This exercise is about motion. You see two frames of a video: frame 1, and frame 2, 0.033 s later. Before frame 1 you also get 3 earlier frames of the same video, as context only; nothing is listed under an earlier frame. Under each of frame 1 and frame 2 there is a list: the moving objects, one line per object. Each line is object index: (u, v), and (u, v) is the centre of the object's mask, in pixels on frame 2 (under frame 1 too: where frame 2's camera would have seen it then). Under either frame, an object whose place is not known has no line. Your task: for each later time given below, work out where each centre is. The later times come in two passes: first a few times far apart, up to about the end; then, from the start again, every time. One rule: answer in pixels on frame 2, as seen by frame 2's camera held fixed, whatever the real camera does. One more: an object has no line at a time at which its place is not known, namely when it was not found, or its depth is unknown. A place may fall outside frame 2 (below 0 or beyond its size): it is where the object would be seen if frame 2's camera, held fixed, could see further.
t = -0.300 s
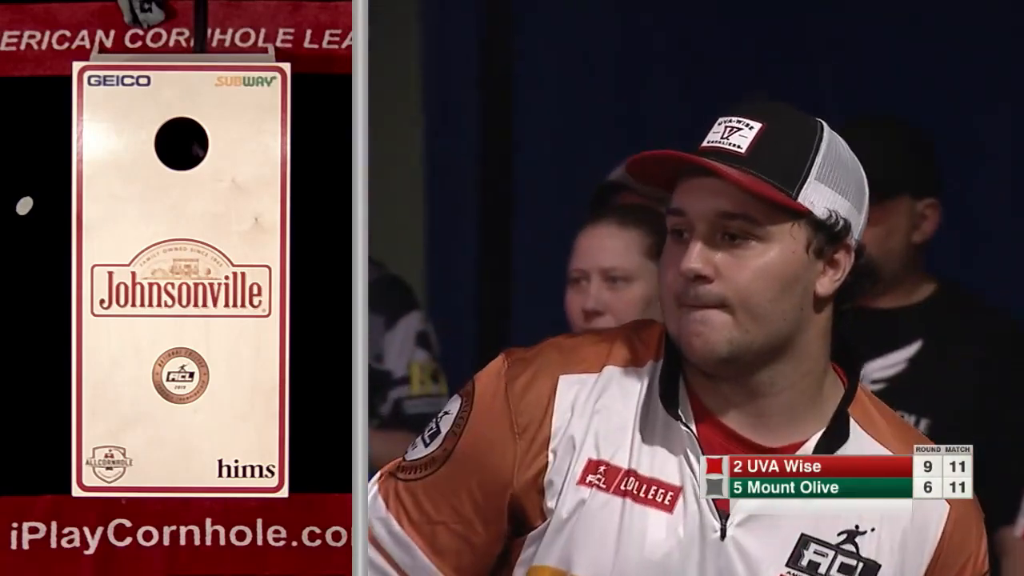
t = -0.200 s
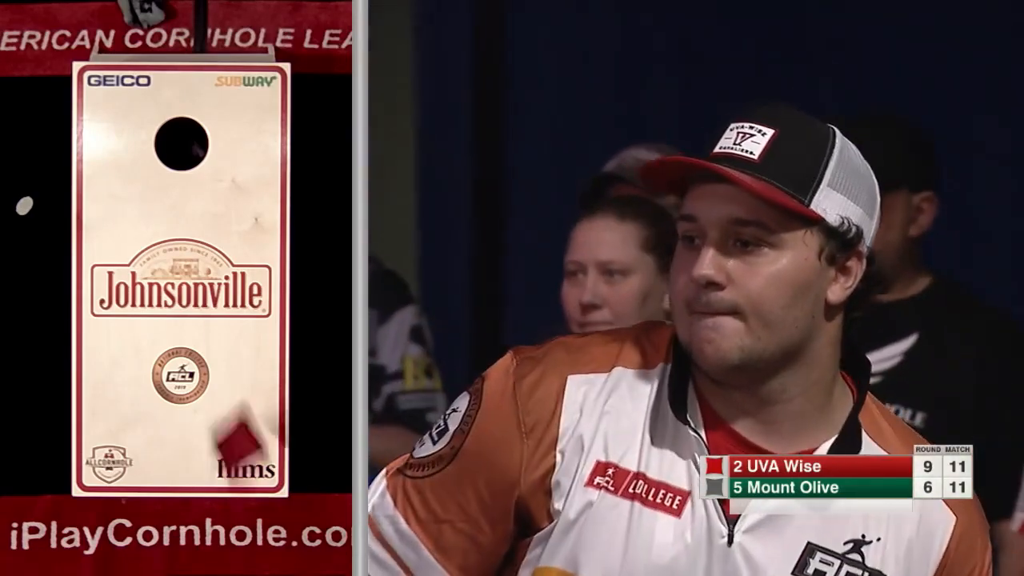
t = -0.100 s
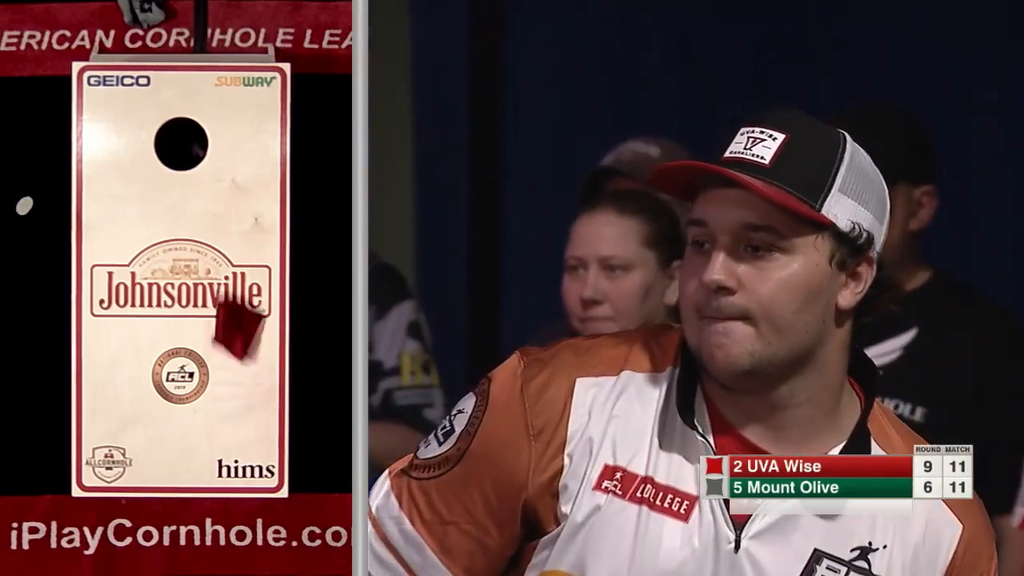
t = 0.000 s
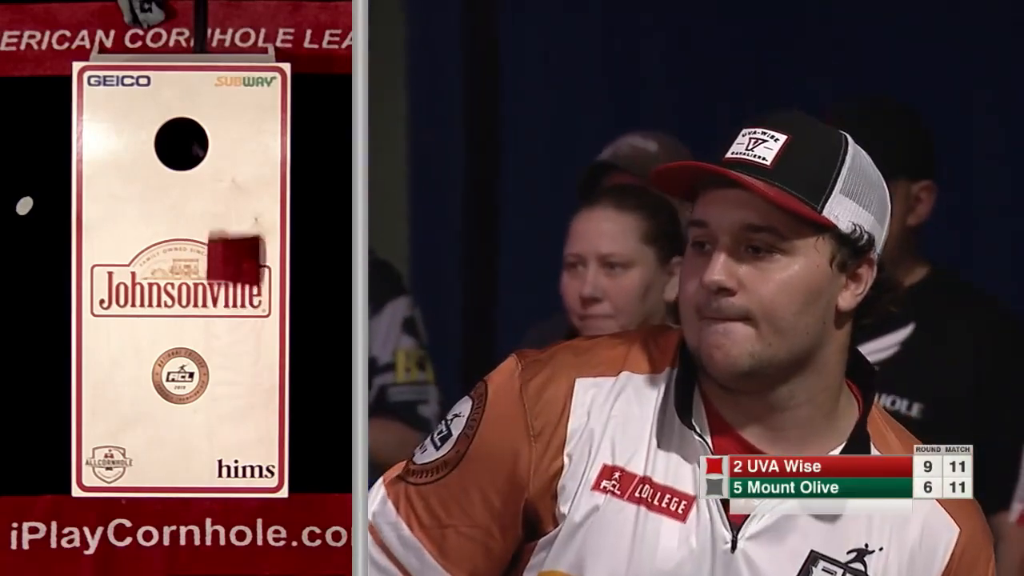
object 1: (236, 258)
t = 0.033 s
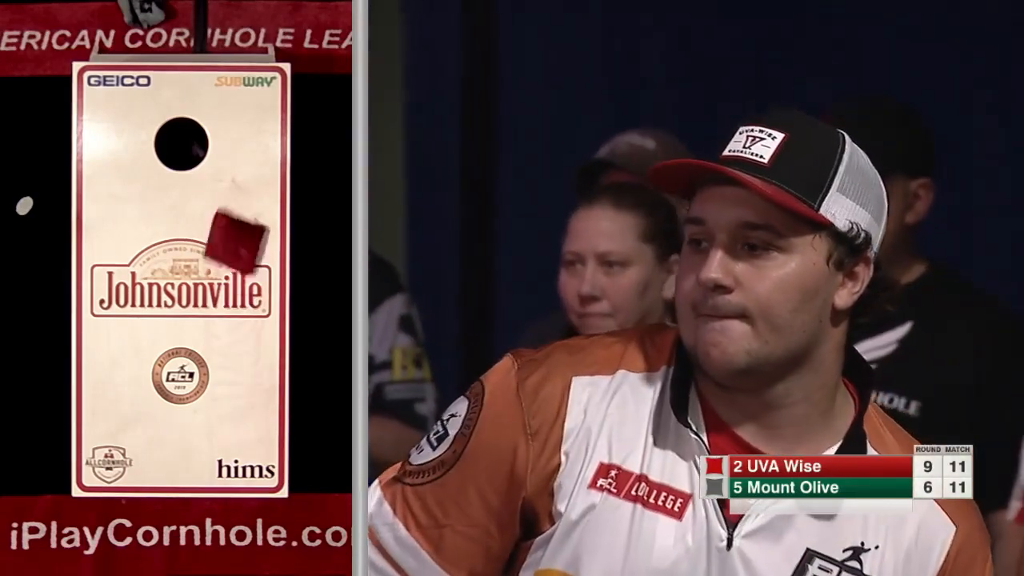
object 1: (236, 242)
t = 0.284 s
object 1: (234, 198)
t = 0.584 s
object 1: (234, 198)
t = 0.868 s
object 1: (234, 198)
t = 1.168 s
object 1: (234, 198)
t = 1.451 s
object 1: (234, 198)
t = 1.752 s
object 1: (234, 198)
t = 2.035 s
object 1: (234, 198)
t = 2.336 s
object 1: (234, 198)
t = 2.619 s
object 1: (234, 198)
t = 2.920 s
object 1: (234, 198)
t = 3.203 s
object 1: (234, 198)
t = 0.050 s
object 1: (236, 235)
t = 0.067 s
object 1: (235, 228)
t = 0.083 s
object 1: (234, 222)
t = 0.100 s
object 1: (235, 217)
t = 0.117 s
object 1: (234, 212)
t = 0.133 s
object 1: (235, 208)
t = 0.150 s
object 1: (235, 205)
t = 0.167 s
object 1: (234, 203)
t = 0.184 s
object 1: (234, 201)
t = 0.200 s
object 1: (234, 200)
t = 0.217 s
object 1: (234, 199)
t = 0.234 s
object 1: (234, 198)
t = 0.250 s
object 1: (234, 198)
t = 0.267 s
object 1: (234, 198)
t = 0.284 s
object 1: (234, 198)
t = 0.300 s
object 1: (234, 198)
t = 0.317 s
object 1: (234, 198)
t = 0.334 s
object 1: (234, 198)
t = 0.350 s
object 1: (234, 198)
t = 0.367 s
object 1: (234, 198)
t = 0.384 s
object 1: (234, 198)
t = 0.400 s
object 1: (234, 198)
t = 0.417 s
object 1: (234, 198)
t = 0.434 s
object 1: (234, 198)
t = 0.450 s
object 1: (234, 199)
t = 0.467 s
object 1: (234, 199)
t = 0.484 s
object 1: (234, 198)
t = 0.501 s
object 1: (234, 198)
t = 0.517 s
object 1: (234, 199)
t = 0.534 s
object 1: (234, 198)
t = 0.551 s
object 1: (234, 198)
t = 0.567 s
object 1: (234, 198)
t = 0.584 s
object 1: (234, 198)
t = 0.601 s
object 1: (234, 198)
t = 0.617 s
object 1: (234, 198)
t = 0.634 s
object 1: (234, 198)
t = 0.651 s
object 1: (234, 198)
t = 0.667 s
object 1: (234, 198)
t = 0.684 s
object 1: (234, 198)
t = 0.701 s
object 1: (234, 198)
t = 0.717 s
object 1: (234, 198)
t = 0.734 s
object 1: (234, 198)
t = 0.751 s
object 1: (234, 198)
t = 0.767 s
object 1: (233, 198)
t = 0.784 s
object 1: (234, 198)
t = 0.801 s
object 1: (234, 198)
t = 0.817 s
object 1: (234, 198)
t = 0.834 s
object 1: (234, 198)
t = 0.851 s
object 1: (234, 198)
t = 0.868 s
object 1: (234, 198)
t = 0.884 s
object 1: (234, 198)
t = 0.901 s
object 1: (234, 198)
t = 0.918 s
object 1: (234, 198)
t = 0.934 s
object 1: (234, 198)
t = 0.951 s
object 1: (234, 198)
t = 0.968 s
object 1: (234, 198)
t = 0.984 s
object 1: (234, 198)
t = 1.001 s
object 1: (234, 198)
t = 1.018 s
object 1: (234, 198)
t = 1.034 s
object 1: (234, 198)
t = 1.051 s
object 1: (234, 198)
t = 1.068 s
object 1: (234, 198)
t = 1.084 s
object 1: (234, 198)
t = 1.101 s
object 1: (234, 198)
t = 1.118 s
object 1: (234, 198)
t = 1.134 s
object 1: (234, 198)
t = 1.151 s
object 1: (234, 198)
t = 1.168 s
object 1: (234, 198)
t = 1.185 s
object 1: (234, 198)
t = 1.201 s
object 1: (234, 198)
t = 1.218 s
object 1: (234, 198)
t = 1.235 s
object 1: (234, 198)
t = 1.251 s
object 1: (234, 198)
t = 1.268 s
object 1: (234, 198)
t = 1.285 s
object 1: (234, 198)
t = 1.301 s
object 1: (234, 198)
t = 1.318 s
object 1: (234, 198)
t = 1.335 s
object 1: (234, 198)
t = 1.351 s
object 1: (234, 199)
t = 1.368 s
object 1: (234, 198)
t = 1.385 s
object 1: (234, 198)
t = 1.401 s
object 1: (234, 198)
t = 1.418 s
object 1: (234, 198)
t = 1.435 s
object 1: (234, 198)
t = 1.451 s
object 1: (234, 198)
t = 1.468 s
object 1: (234, 198)
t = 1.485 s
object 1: (234, 198)
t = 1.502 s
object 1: (233, 198)
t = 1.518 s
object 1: (233, 198)
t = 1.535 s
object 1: (234, 198)
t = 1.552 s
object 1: (234, 198)
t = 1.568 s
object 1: (234, 198)
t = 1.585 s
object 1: (234, 198)
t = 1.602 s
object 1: (234, 198)
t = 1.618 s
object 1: (234, 198)
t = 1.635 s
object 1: (234, 198)
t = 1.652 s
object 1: (234, 198)
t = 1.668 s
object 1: (234, 198)
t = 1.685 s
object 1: (234, 198)
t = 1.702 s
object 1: (234, 198)
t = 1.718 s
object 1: (234, 198)
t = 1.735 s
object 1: (234, 198)
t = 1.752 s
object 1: (234, 198)
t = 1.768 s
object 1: (234, 198)
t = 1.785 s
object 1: (234, 198)
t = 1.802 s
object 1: (234, 198)
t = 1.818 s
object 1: (234, 198)
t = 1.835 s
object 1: (234, 198)
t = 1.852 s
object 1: (234, 198)
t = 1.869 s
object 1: (234, 198)
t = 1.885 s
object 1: (234, 198)
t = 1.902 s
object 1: (234, 198)
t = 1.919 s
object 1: (234, 198)
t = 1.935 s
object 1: (234, 198)
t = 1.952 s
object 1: (234, 198)
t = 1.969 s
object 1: (234, 198)
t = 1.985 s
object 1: (233, 198)
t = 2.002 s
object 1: (234, 198)
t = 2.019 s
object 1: (234, 198)
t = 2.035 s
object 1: (234, 198)
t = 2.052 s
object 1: (234, 198)
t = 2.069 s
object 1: (234, 198)
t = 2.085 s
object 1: (234, 198)
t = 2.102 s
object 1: (234, 198)
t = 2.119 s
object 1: (234, 198)
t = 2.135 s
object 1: (234, 198)
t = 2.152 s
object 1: (234, 198)
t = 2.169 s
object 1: (234, 198)
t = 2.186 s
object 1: (233, 198)
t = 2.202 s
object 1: (234, 198)
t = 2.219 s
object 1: (234, 198)
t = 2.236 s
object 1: (234, 198)
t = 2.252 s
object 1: (234, 198)
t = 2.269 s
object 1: (234, 198)
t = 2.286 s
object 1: (233, 198)
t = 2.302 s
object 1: (234, 198)
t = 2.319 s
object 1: (233, 198)
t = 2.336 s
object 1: (234, 198)
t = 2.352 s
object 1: (234, 198)
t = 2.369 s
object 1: (233, 198)
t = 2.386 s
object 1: (234, 198)
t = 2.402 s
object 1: (234, 198)
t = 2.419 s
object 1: (234, 198)
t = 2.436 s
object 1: (234, 198)
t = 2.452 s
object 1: (233, 198)
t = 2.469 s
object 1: (233, 198)
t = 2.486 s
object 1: (234, 198)
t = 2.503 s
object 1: (234, 199)
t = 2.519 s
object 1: (234, 198)
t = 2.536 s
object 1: (234, 198)
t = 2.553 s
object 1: (234, 198)
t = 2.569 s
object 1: (234, 198)
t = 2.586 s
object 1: (234, 198)
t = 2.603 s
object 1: (234, 198)
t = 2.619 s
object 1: (234, 198)
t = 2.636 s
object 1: (233, 198)
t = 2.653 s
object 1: (233, 198)
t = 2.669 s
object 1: (234, 198)
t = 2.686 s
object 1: (234, 198)
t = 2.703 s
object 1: (234, 198)
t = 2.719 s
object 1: (234, 198)
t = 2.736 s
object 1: (234, 198)
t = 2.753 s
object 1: (234, 198)
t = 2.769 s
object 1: (234, 198)
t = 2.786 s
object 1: (234, 198)
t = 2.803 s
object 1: (234, 198)
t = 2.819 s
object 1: (234, 198)
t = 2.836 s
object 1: (234, 198)
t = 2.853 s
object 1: (234, 198)
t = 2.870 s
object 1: (234, 198)
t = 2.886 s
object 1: (234, 198)
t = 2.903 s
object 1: (234, 198)
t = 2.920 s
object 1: (234, 198)
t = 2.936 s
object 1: (234, 198)
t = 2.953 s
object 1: (234, 198)
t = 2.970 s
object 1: (234, 198)
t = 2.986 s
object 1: (234, 198)
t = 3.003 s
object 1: (234, 198)
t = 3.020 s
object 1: (234, 198)
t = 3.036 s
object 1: (234, 198)
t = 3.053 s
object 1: (234, 198)
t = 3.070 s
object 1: (234, 198)
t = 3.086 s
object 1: (234, 198)
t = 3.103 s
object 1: (234, 198)
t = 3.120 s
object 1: (234, 198)
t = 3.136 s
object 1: (234, 198)
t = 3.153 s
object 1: (234, 198)
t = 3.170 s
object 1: (234, 198)
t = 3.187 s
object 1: (234, 198)
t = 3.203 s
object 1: (234, 198)
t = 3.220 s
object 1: (234, 198)
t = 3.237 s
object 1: (234, 198)
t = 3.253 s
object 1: (234, 198)
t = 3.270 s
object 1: (233, 198)
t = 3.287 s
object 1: (233, 198)
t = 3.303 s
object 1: (233, 198)
